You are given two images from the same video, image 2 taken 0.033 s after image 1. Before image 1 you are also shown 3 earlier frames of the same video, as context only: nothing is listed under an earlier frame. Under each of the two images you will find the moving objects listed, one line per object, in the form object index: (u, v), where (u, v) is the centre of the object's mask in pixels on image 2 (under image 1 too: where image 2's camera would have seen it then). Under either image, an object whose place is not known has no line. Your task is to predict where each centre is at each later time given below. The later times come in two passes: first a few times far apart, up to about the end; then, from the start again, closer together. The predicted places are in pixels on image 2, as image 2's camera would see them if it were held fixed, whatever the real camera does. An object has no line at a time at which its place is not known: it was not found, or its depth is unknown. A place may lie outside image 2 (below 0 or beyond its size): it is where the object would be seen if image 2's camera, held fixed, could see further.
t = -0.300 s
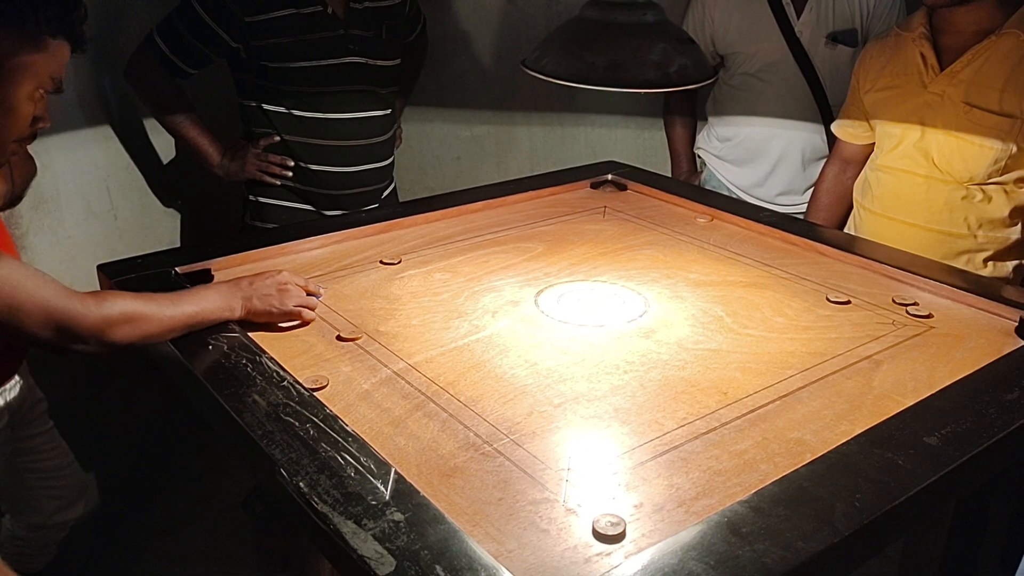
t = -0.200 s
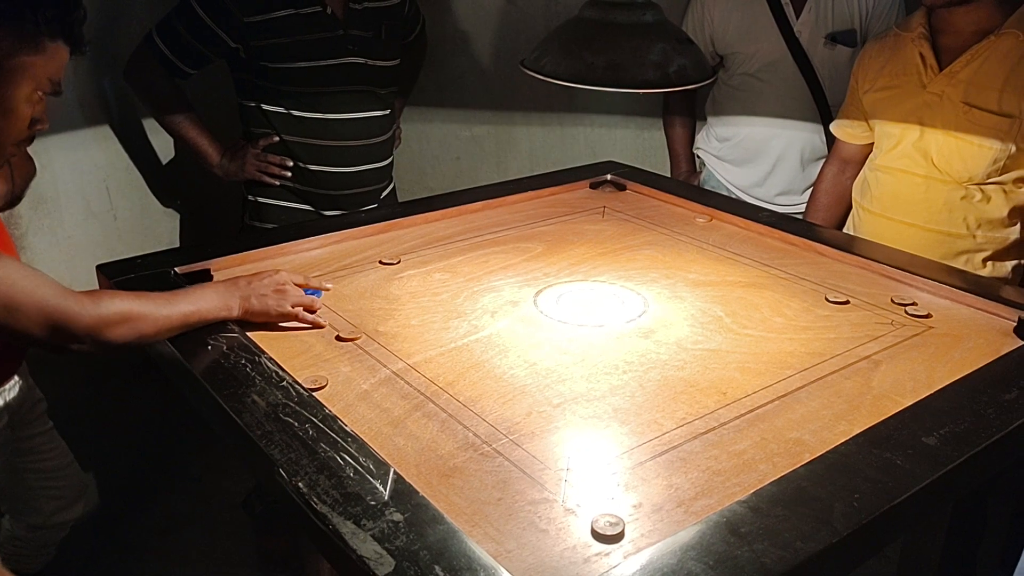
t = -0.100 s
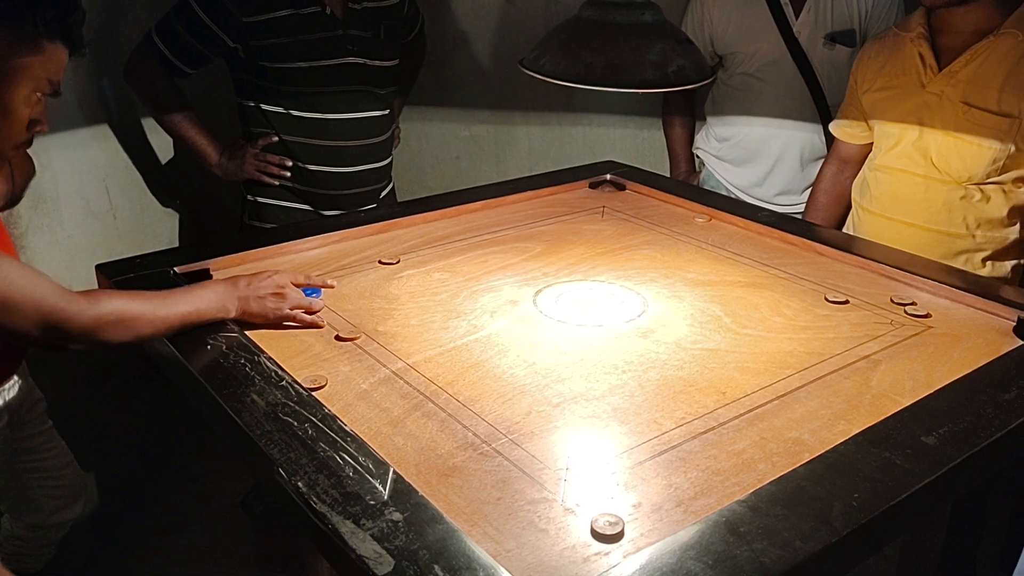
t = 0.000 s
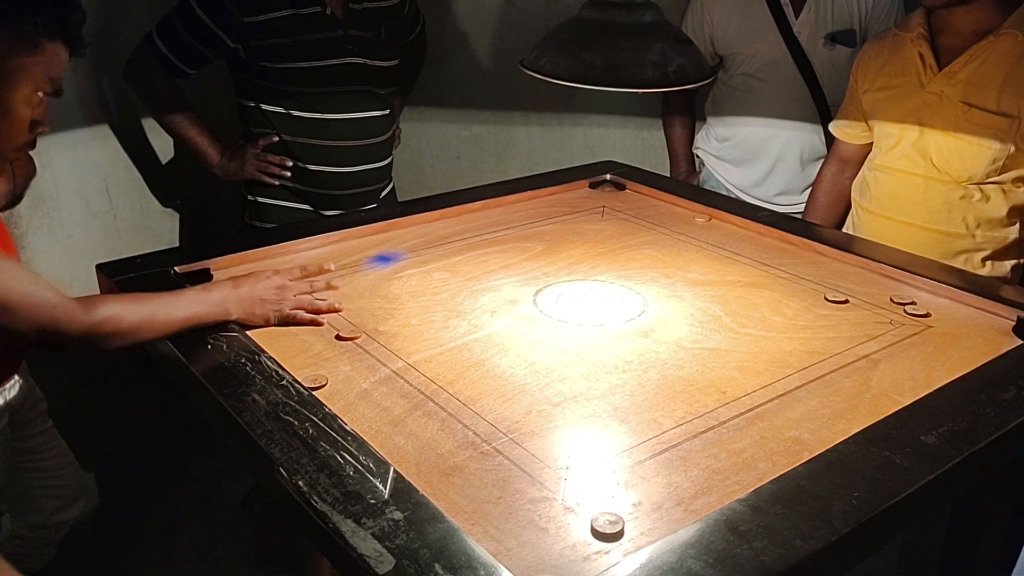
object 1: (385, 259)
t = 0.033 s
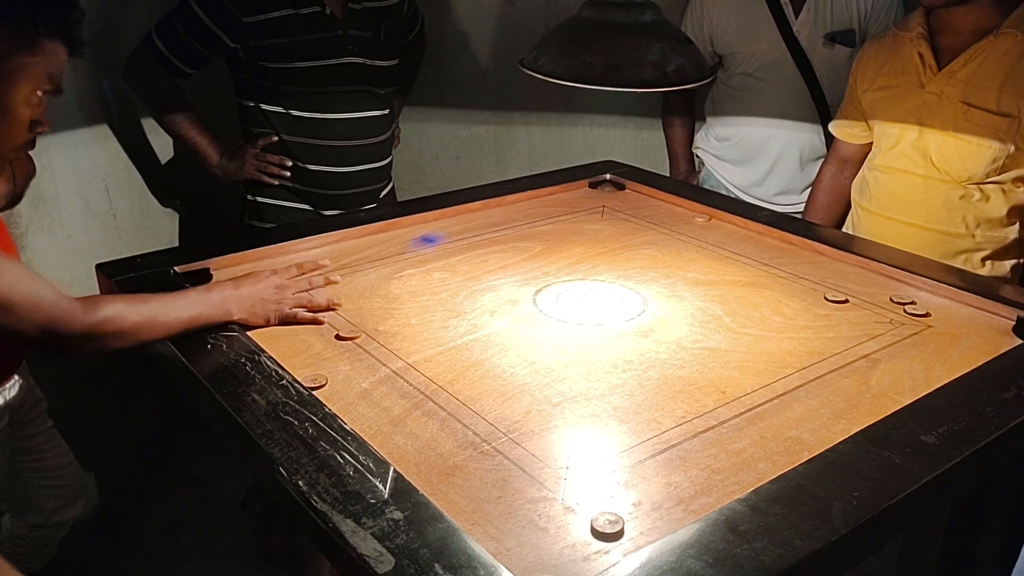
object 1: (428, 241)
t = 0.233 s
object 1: (612, 208)
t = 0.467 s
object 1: (443, 307)
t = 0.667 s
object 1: (407, 370)
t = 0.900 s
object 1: (525, 364)
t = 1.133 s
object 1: (584, 358)
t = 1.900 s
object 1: (590, 356)
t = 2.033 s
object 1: (590, 355)
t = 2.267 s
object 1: (591, 356)
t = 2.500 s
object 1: (591, 356)
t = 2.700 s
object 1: (591, 356)
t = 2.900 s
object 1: (591, 356)
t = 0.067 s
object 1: (466, 225)
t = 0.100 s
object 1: (502, 211)
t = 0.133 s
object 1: (549, 204)
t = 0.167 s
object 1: (596, 199)
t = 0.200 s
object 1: (628, 197)
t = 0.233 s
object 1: (612, 208)
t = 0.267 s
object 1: (592, 218)
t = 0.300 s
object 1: (572, 229)
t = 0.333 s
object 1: (551, 242)
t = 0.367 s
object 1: (528, 255)
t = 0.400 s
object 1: (504, 270)
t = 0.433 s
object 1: (474, 288)
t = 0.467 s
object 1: (443, 307)
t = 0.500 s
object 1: (408, 329)
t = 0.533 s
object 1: (369, 353)
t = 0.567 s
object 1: (343, 372)
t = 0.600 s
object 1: (363, 372)
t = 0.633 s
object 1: (385, 371)
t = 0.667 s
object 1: (407, 370)
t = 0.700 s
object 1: (427, 369)
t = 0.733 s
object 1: (446, 368)
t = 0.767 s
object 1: (464, 367)
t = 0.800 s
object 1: (481, 366)
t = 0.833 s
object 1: (497, 365)
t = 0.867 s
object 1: (512, 365)
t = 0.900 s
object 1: (525, 364)
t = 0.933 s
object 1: (537, 363)
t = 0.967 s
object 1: (549, 362)
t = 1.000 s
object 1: (559, 361)
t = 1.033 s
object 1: (566, 361)
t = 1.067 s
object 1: (573, 360)
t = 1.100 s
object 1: (579, 359)
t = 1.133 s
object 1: (584, 358)
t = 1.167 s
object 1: (588, 357)
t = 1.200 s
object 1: (590, 357)
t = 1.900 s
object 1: (590, 356)
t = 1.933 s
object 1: (591, 356)
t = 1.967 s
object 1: (590, 355)
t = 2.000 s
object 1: (590, 355)
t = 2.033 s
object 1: (590, 355)
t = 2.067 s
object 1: (591, 355)
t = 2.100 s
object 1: (591, 355)
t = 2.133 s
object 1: (591, 355)
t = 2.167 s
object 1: (591, 356)
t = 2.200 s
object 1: (591, 356)
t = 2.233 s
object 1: (591, 356)
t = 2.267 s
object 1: (591, 356)
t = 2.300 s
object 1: (591, 355)
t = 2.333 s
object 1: (591, 355)
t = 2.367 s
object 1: (591, 356)
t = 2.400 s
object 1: (591, 355)
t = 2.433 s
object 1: (591, 356)
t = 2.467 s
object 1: (591, 356)
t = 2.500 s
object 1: (591, 356)
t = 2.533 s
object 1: (591, 356)
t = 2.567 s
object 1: (591, 356)
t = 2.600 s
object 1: (591, 356)
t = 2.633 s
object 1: (591, 356)
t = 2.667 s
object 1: (591, 356)
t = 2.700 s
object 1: (591, 356)
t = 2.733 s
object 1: (591, 356)
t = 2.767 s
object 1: (591, 356)
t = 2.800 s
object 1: (591, 356)
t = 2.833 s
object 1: (591, 356)
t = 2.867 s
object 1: (591, 356)
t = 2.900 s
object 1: (591, 356)
